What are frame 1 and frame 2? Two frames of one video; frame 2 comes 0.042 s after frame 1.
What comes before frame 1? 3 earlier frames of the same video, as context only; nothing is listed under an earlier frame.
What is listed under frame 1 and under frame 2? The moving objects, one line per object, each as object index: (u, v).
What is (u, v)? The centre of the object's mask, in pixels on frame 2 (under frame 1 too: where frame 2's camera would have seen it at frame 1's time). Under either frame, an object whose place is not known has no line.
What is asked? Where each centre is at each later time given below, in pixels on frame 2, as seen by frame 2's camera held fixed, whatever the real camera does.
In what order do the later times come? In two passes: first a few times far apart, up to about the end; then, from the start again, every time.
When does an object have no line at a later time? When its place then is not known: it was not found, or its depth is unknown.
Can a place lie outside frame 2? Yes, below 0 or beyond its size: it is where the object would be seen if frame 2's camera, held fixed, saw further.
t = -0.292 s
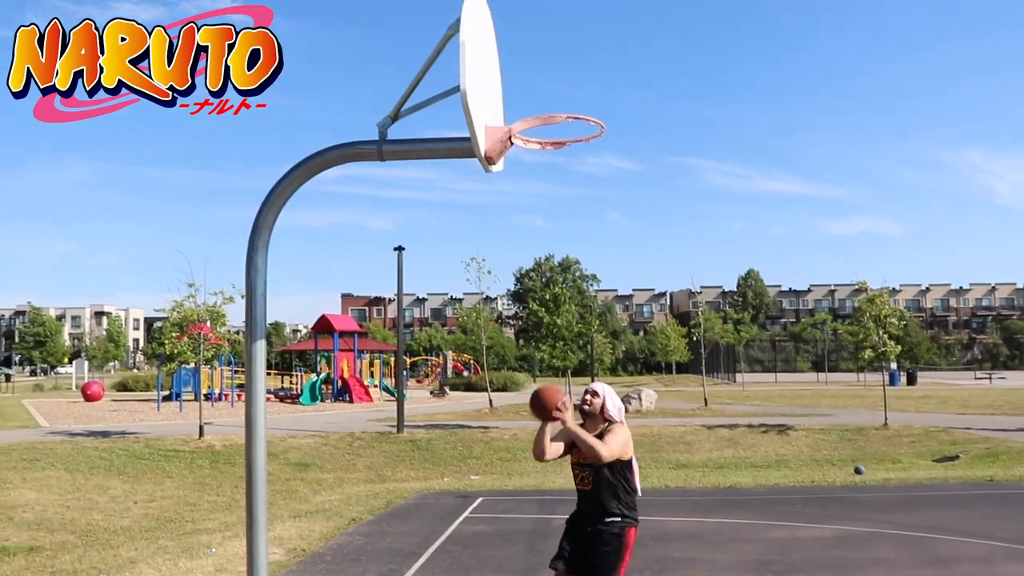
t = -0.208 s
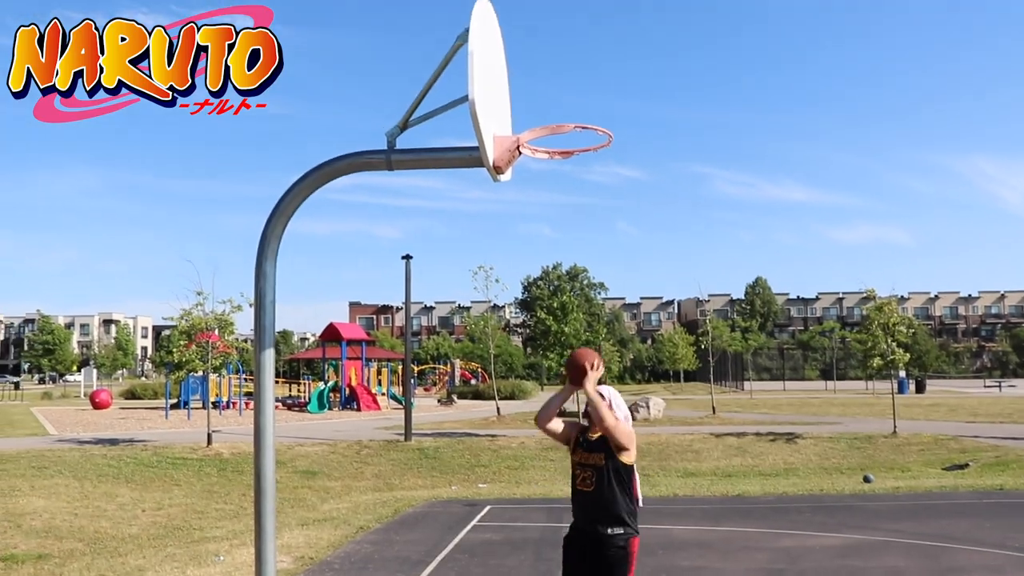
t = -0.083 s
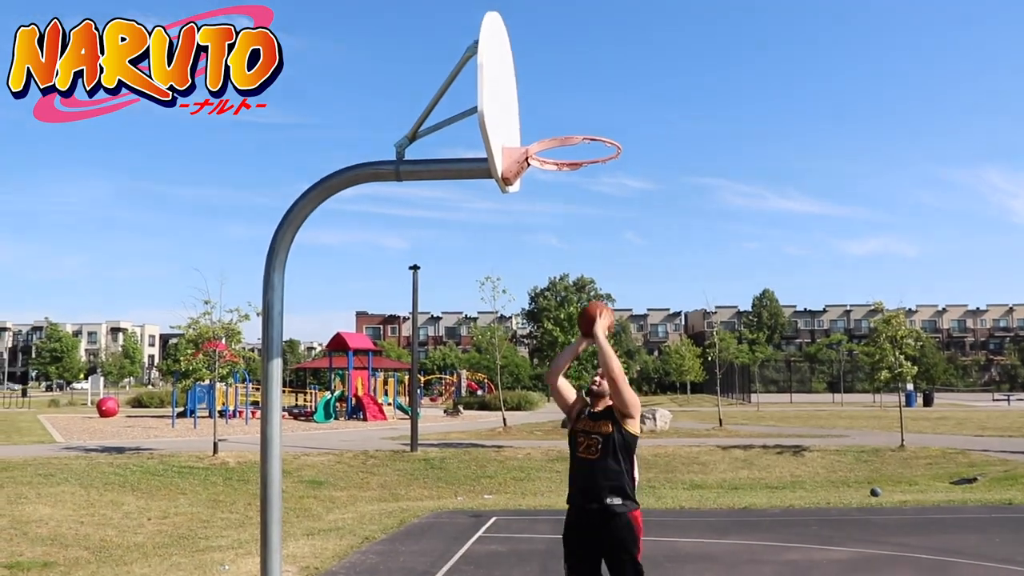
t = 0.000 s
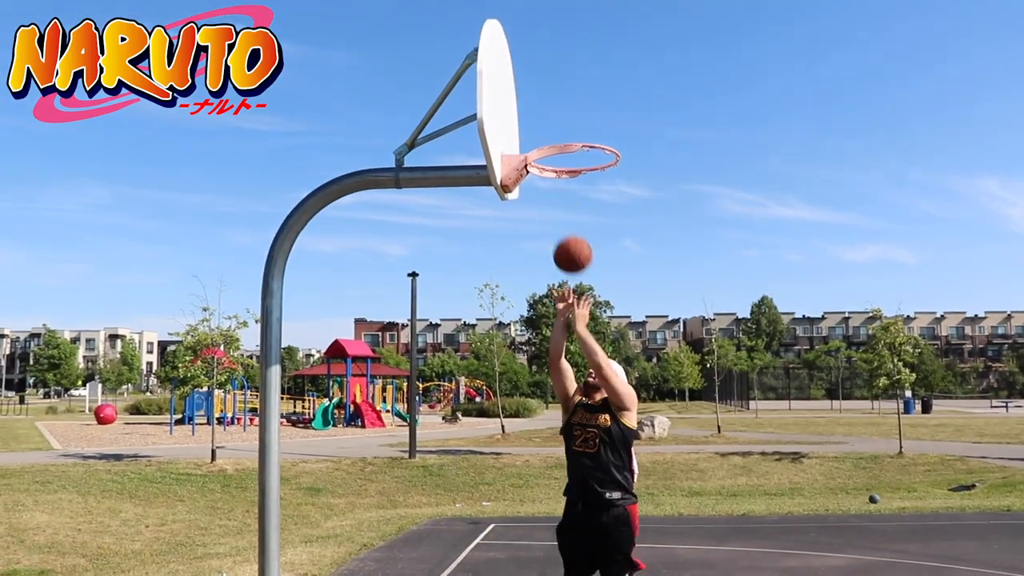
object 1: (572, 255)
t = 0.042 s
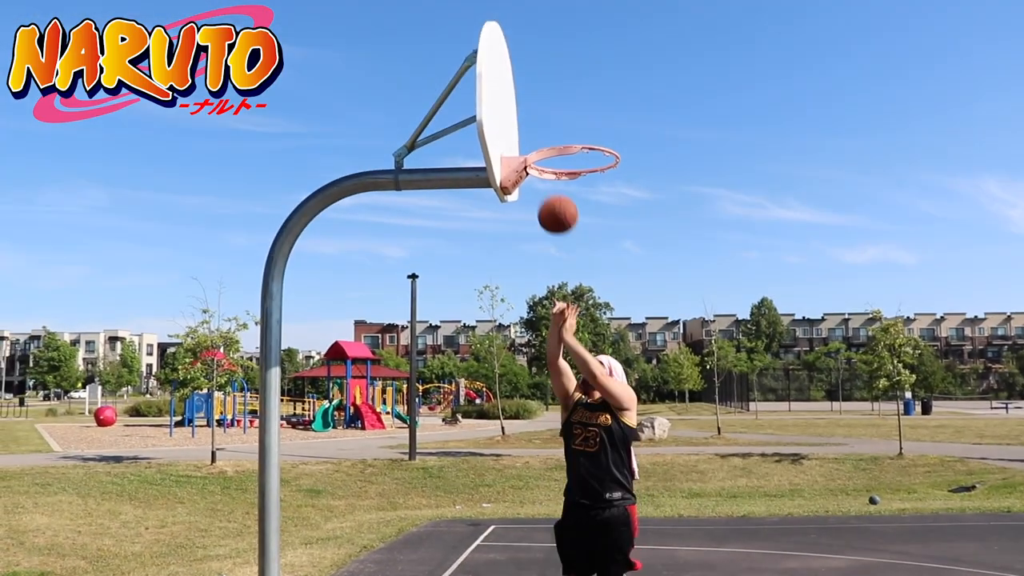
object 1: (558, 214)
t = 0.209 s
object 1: (552, 91)
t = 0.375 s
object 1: (597, 25)
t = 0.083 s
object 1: (541, 184)
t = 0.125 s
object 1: (531, 135)
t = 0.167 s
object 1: (541, 112)
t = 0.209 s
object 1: (552, 91)
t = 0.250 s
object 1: (563, 71)
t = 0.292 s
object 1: (574, 53)
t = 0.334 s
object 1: (585, 38)
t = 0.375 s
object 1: (597, 25)
